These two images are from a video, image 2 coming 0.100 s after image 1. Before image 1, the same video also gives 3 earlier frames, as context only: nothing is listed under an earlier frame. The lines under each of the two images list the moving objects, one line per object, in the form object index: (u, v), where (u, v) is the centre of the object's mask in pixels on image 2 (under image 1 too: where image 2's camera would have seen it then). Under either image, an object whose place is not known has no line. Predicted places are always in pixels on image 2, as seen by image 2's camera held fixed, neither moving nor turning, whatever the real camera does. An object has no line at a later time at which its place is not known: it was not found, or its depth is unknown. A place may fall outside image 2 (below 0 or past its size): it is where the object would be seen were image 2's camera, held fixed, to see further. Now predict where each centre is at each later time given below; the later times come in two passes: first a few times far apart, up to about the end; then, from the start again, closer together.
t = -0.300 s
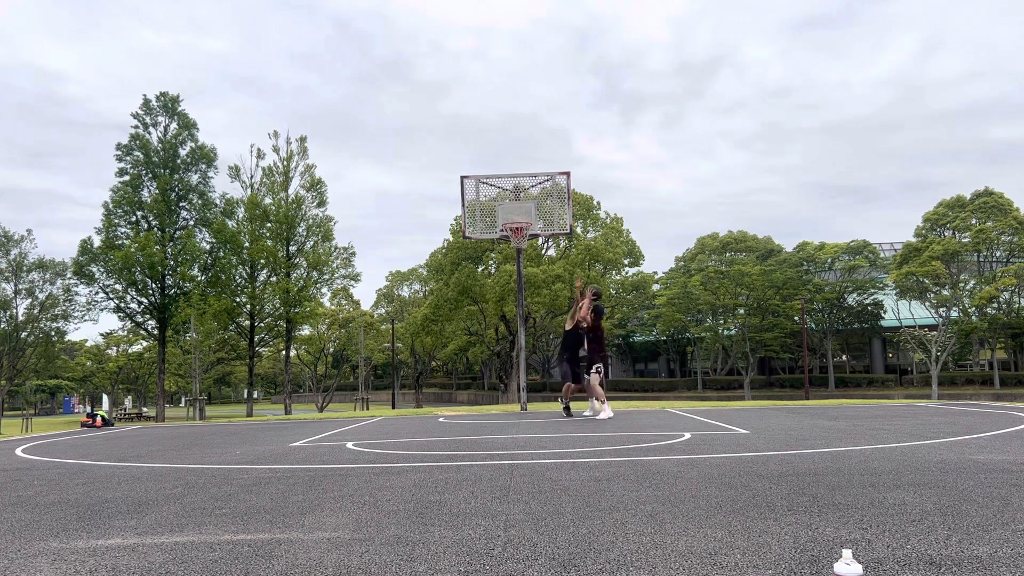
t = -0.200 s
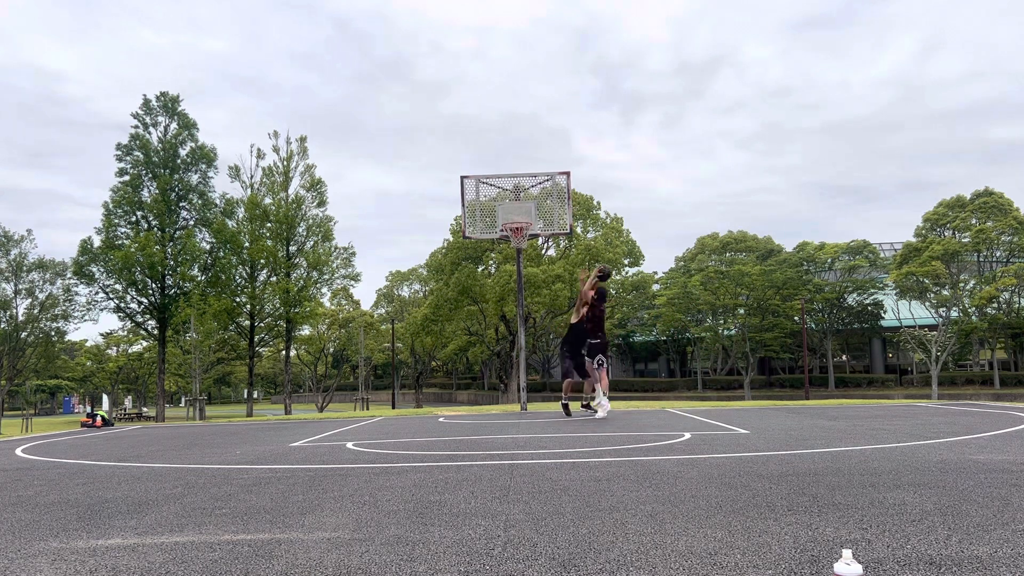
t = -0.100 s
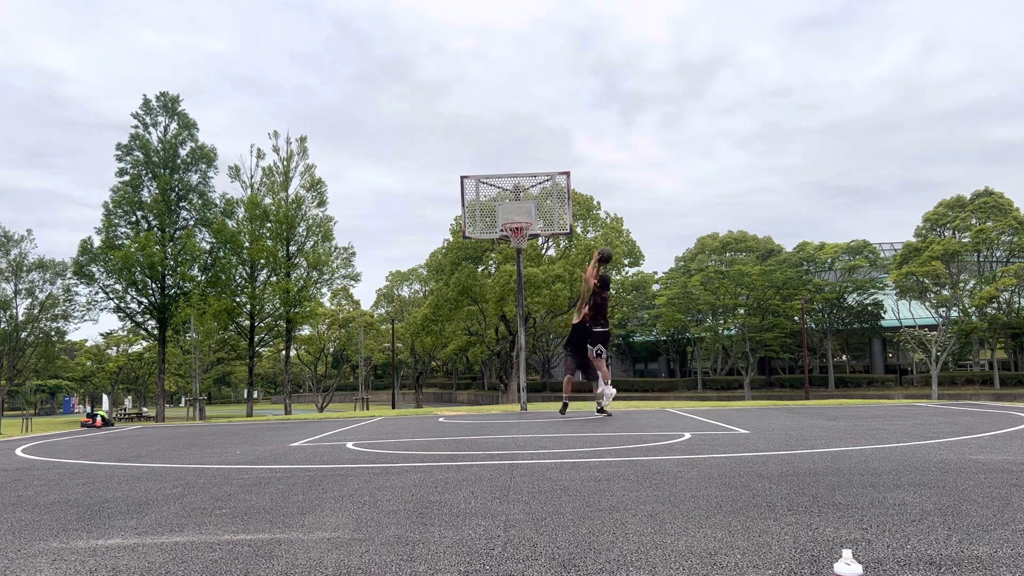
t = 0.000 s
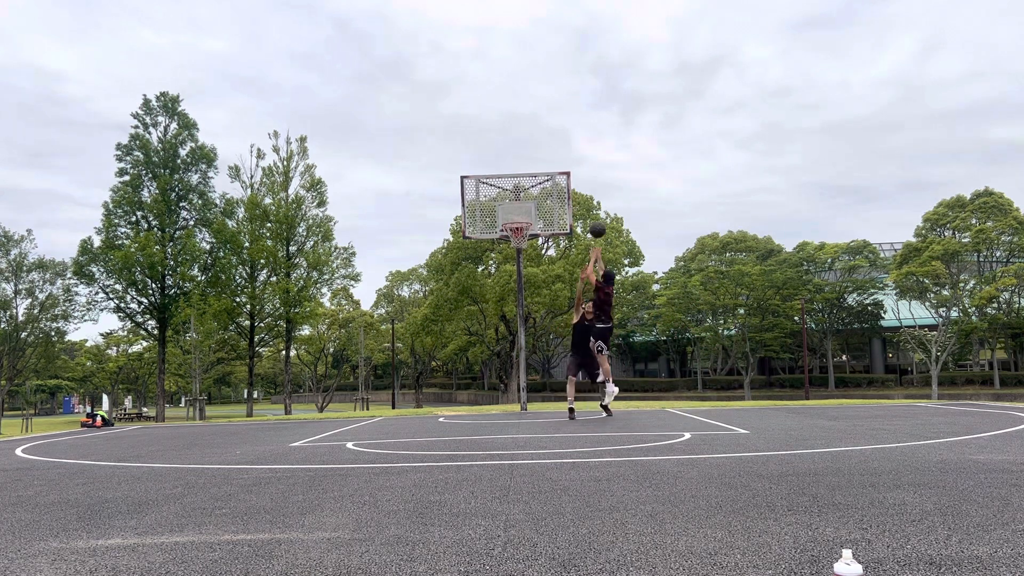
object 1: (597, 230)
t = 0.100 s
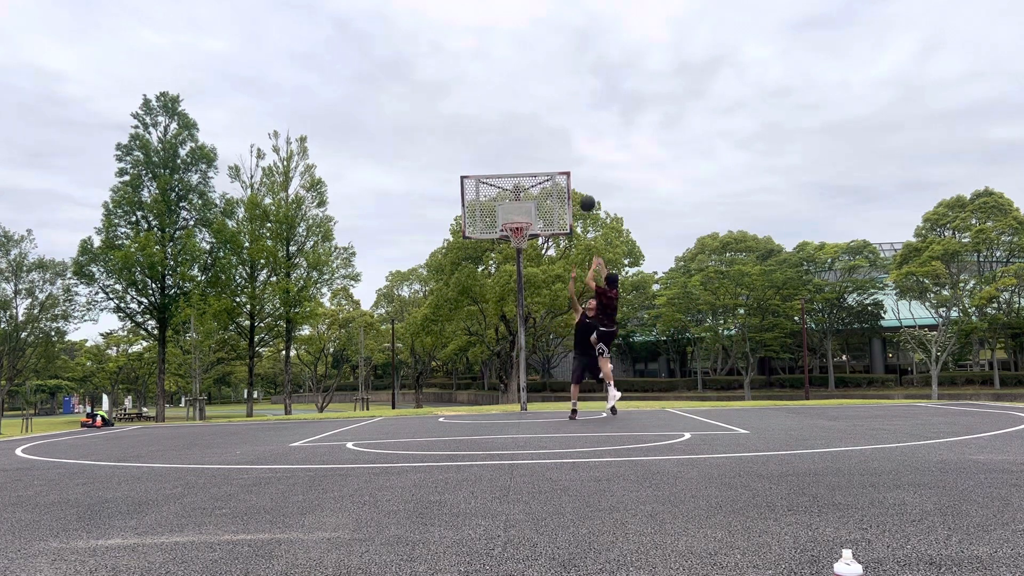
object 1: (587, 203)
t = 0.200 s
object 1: (577, 184)
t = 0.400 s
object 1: (559, 166)
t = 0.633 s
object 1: (539, 177)
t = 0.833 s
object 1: (524, 213)
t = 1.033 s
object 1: (514, 246)
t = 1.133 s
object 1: (510, 250)
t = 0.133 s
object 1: (584, 196)
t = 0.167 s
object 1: (580, 190)
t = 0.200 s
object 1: (577, 184)
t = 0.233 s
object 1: (574, 179)
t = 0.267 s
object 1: (571, 175)
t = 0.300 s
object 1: (568, 172)
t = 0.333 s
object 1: (565, 169)
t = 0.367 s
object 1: (561, 167)
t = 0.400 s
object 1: (559, 166)
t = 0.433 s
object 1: (556, 166)
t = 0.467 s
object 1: (553, 166)
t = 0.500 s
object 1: (550, 167)
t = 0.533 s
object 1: (547, 168)
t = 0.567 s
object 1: (545, 171)
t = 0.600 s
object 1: (542, 174)
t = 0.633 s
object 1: (539, 177)
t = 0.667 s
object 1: (537, 182)
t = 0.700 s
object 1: (534, 187)
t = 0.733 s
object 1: (532, 193)
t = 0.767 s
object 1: (529, 199)
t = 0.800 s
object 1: (527, 206)
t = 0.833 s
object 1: (524, 213)
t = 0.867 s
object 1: (522, 218)
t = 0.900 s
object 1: (519, 228)
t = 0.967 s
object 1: (517, 243)
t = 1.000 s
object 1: (516, 244)
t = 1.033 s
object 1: (514, 246)
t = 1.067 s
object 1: (512, 247)
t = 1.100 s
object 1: (511, 249)
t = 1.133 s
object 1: (510, 250)
